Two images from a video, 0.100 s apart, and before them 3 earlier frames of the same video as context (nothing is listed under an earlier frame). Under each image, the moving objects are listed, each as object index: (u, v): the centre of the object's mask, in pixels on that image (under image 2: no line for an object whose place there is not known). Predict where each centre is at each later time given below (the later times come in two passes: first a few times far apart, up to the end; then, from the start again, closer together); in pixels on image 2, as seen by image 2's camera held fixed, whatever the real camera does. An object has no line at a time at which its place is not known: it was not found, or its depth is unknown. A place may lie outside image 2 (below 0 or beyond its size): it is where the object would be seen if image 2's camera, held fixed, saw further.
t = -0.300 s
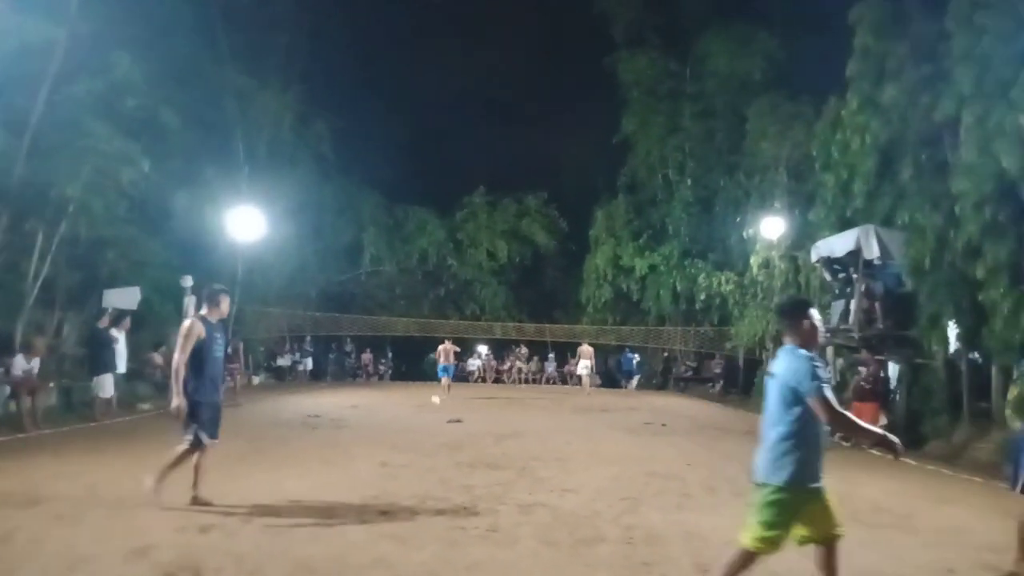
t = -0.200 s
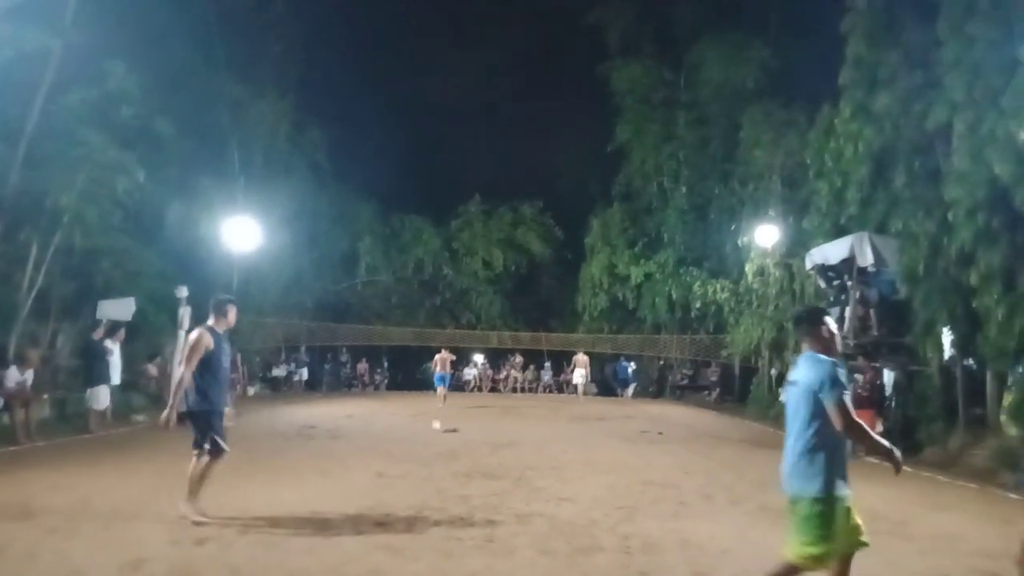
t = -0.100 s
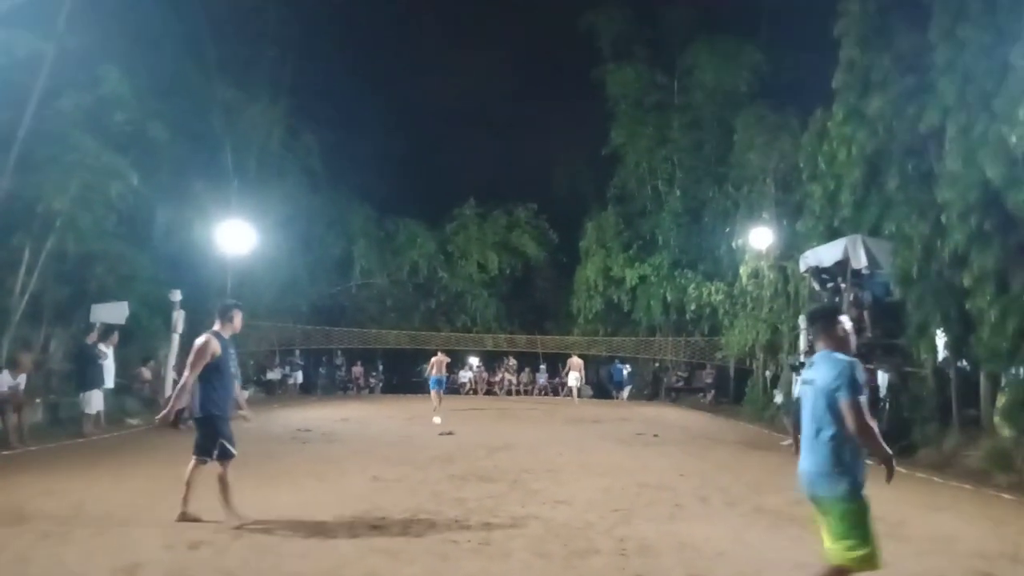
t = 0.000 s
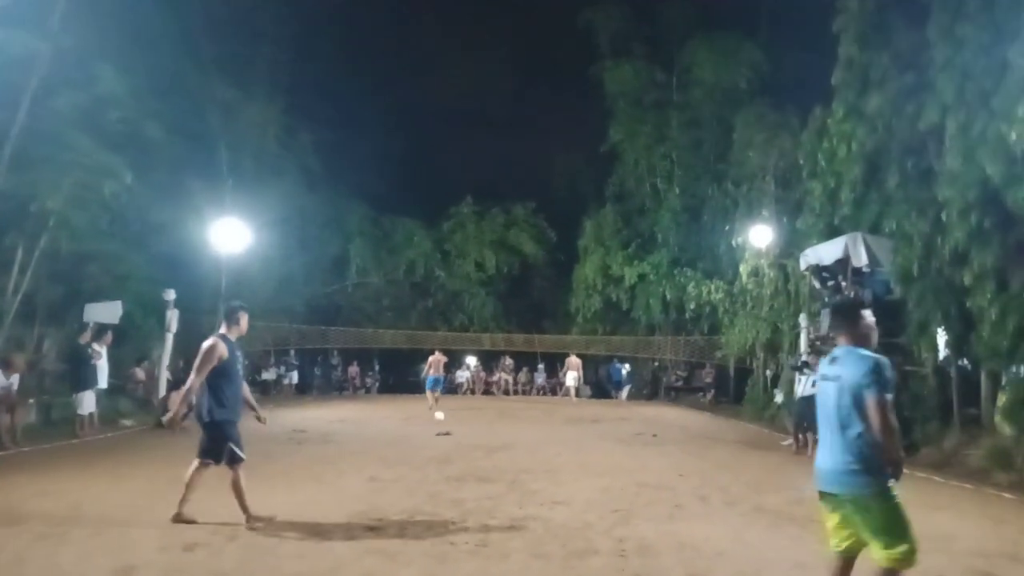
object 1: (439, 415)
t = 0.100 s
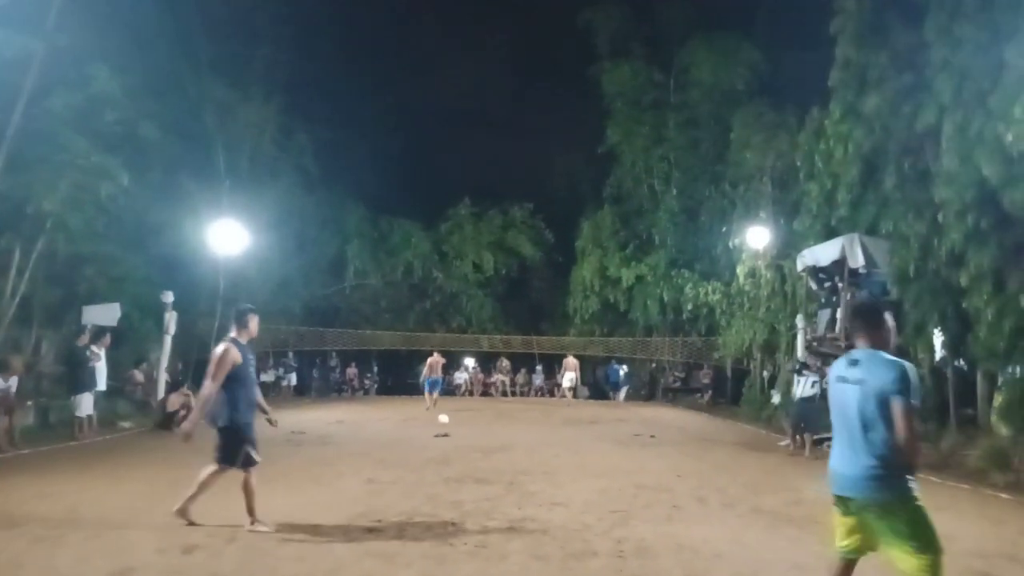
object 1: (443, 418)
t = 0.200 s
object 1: (449, 428)
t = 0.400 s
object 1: (463, 444)
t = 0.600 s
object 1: (483, 446)
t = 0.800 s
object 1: (506, 471)
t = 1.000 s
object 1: (531, 458)
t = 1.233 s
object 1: (566, 501)
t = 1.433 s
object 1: (618, 535)
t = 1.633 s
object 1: (687, 571)
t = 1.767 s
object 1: (737, 579)
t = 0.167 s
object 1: (448, 424)
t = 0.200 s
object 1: (449, 428)
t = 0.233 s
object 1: (450, 432)
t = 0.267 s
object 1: (452, 438)
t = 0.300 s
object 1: (454, 444)
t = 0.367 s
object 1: (460, 447)
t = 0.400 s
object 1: (463, 444)
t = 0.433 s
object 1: (466, 442)
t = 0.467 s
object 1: (470, 441)
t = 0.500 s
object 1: (473, 441)
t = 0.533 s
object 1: (476, 442)
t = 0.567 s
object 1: (479, 443)
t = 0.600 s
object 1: (483, 446)
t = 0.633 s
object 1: (486, 450)
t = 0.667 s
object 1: (490, 454)
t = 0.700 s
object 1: (494, 460)
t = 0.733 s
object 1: (497, 467)
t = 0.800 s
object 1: (506, 471)
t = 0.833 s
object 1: (509, 468)
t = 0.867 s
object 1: (514, 463)
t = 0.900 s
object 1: (518, 461)
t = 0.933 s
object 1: (522, 459)
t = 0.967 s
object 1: (527, 458)
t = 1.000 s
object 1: (531, 458)
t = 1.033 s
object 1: (536, 460)
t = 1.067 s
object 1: (540, 463)
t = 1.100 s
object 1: (545, 467)
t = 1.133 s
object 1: (550, 473)
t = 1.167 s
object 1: (555, 480)
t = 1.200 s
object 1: (560, 490)
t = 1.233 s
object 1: (566, 501)
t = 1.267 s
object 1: (572, 514)
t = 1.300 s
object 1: (580, 520)
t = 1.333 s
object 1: (589, 524)
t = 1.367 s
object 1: (599, 530)
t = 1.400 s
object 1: (608, 534)
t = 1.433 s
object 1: (618, 535)
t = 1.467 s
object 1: (628, 536)
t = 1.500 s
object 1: (638, 539)
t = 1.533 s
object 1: (649, 544)
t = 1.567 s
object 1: (660, 550)
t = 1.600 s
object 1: (674, 561)
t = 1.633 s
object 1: (687, 571)
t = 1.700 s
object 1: (711, 572)
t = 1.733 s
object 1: (722, 575)
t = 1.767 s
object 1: (737, 579)
